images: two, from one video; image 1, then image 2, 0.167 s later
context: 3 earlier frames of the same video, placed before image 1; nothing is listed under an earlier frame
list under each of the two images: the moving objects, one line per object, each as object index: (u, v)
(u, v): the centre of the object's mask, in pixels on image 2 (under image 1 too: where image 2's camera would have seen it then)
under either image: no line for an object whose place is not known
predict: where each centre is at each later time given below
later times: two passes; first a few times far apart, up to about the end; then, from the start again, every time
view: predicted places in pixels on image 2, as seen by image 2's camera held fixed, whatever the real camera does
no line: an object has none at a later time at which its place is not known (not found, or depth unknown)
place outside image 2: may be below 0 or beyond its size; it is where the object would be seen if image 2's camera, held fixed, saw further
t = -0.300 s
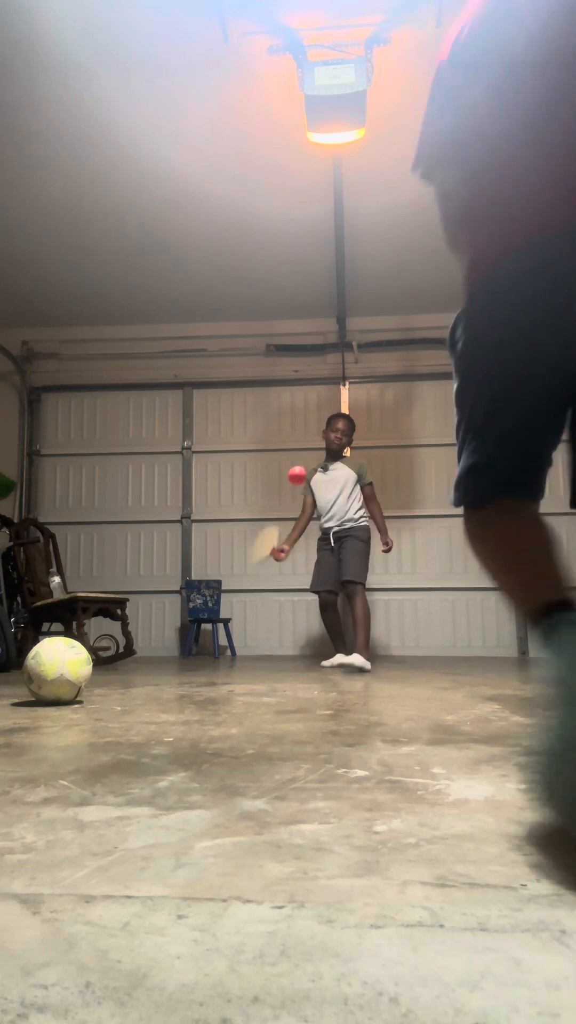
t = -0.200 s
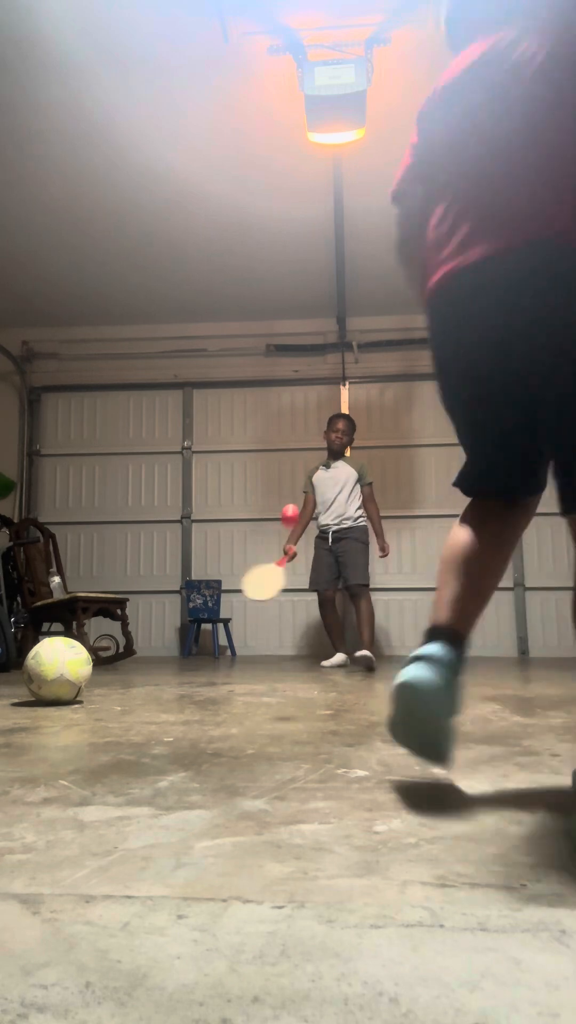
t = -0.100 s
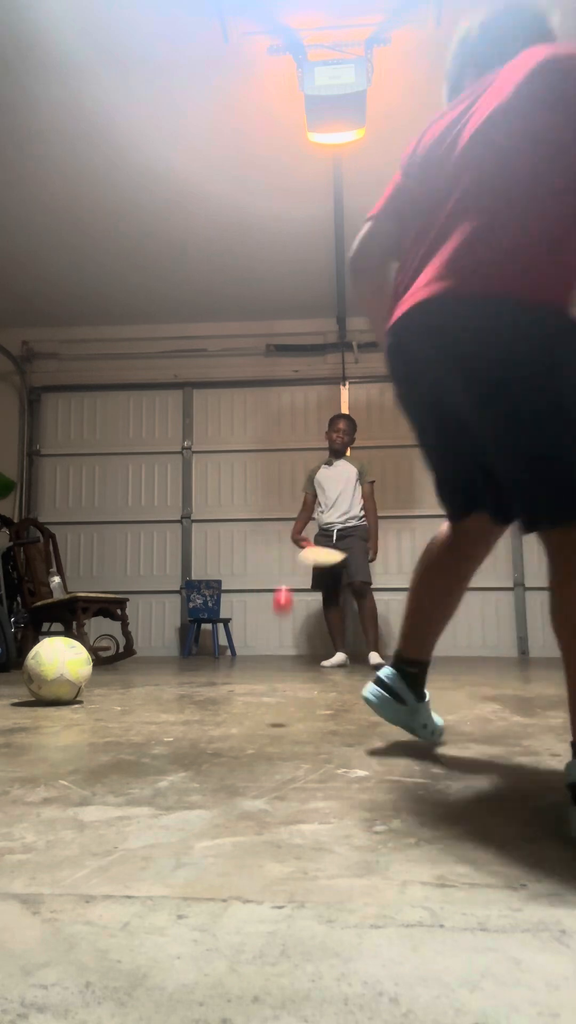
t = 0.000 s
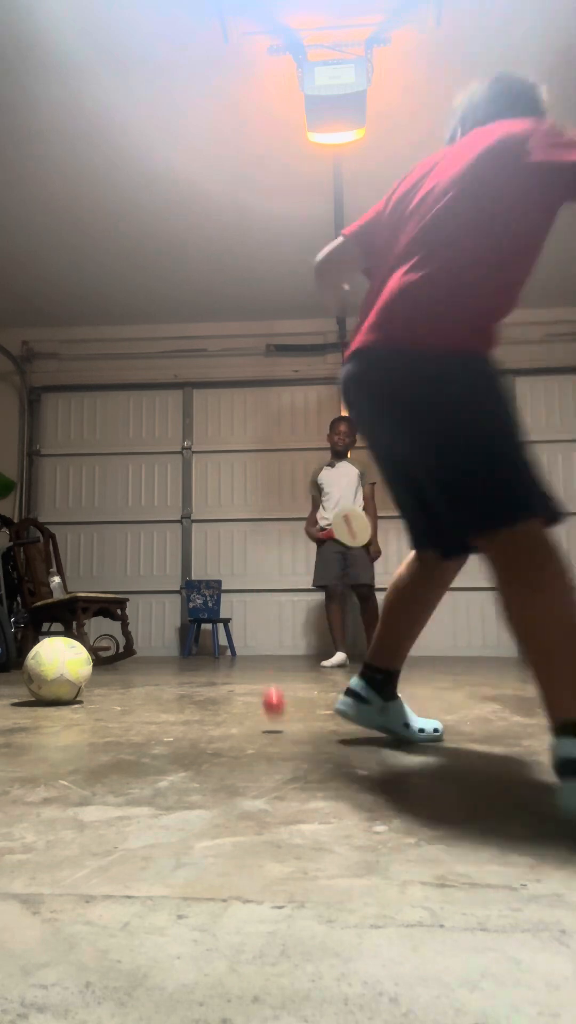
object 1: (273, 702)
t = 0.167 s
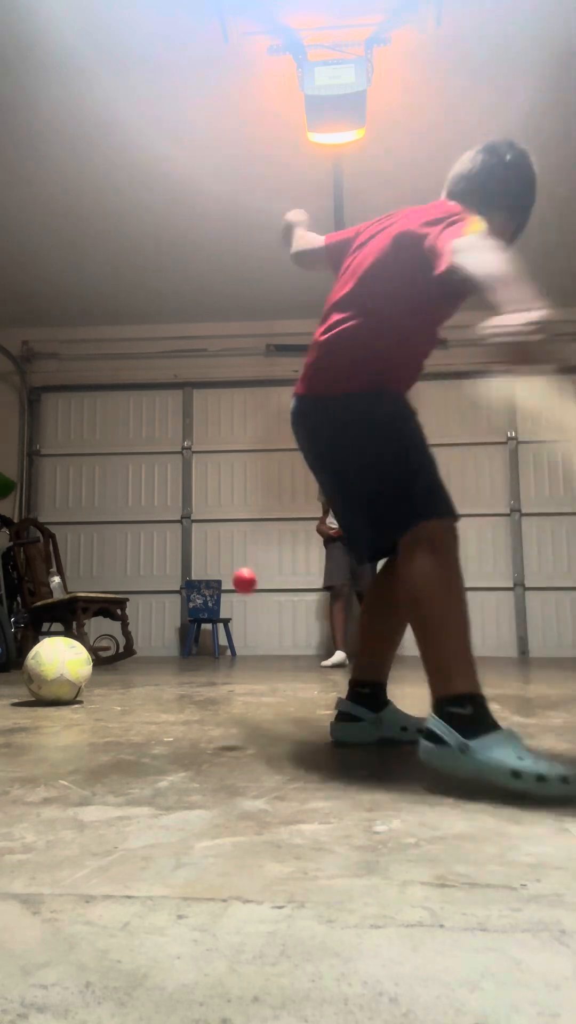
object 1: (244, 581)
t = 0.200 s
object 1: (238, 571)
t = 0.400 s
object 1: (189, 629)
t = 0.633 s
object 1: (118, 641)
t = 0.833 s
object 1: (37, 670)
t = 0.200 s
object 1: (238, 571)
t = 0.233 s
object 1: (231, 567)
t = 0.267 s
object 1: (224, 566)
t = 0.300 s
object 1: (217, 572)
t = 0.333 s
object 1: (209, 585)
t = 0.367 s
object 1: (200, 603)
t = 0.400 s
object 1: (189, 629)
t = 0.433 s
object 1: (179, 660)
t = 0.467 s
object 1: (167, 703)
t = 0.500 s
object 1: (153, 757)
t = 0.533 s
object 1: (144, 728)
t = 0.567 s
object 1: (135, 692)
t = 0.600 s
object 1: (128, 663)
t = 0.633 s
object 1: (118, 641)
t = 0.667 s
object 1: (106, 624)
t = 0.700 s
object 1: (95, 617)
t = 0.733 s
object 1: (82, 616)
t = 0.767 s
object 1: (70, 622)
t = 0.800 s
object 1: (54, 638)
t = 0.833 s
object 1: (37, 670)
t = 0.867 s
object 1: (21, 704)
